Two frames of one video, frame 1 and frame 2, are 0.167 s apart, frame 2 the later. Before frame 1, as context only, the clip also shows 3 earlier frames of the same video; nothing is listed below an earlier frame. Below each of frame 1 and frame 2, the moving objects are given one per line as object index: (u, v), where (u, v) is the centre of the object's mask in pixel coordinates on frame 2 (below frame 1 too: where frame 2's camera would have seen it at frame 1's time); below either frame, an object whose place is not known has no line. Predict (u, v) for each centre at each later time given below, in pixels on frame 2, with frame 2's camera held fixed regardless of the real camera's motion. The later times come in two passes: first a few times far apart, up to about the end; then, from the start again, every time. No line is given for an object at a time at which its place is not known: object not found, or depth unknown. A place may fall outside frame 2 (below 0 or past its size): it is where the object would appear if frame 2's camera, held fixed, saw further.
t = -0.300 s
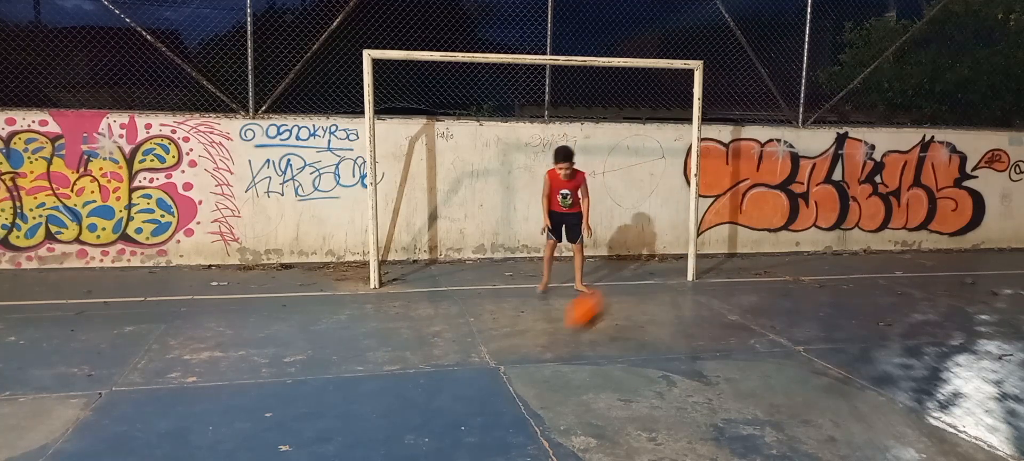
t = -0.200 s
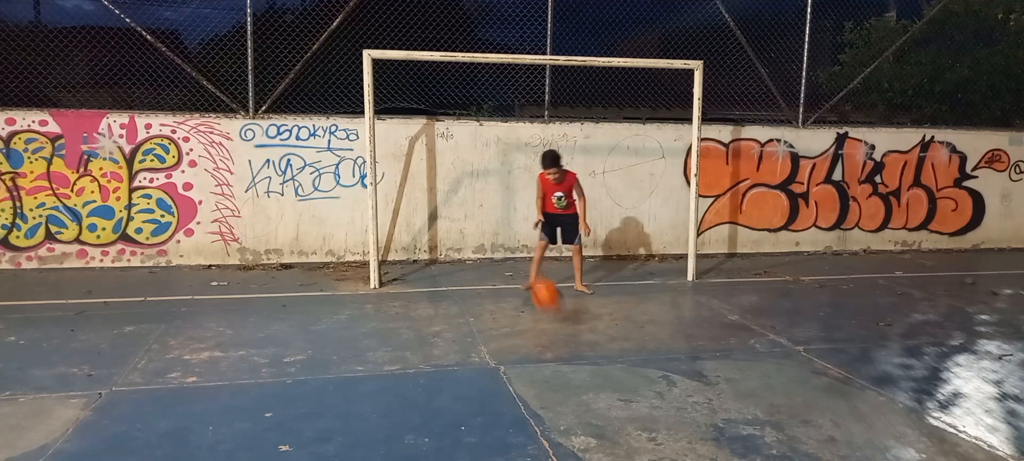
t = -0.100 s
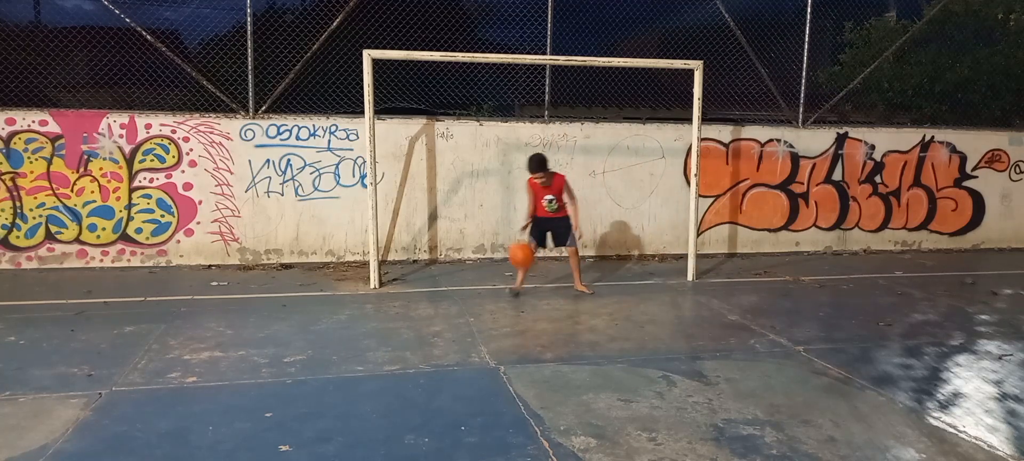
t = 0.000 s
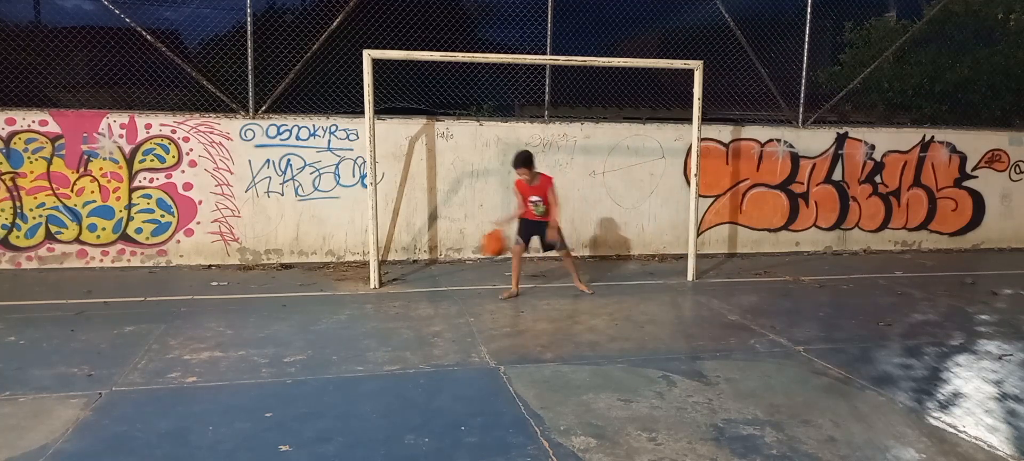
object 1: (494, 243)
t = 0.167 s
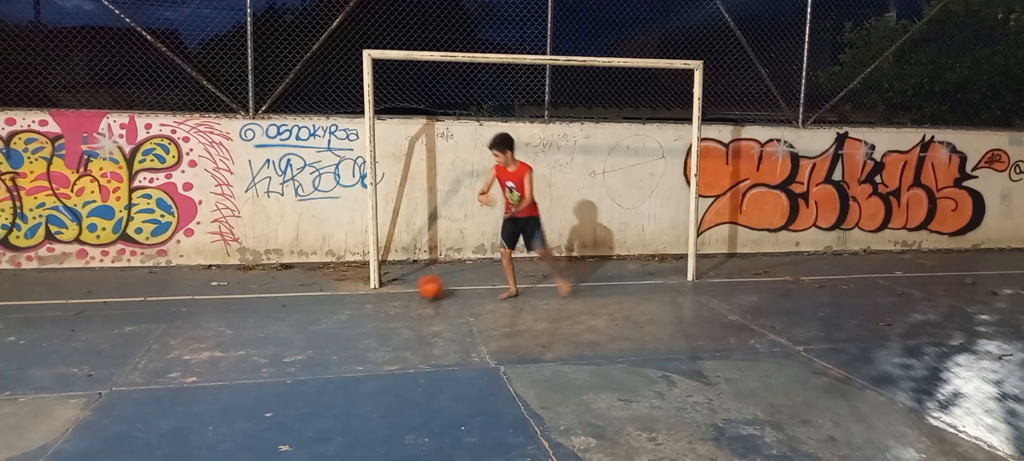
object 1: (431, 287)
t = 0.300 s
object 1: (393, 271)
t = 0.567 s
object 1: (315, 296)
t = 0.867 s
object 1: (228, 300)
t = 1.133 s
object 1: (149, 308)
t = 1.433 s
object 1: (57, 317)
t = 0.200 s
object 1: (421, 282)
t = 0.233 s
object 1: (411, 276)
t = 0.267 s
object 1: (402, 273)
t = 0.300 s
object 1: (393, 271)
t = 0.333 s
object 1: (385, 270)
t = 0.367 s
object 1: (374, 270)
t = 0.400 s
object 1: (364, 272)
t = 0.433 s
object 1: (356, 274)
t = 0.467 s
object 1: (346, 278)
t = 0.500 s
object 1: (336, 283)
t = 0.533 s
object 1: (325, 290)
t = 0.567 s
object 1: (315, 296)
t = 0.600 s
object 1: (306, 292)
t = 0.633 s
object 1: (296, 290)
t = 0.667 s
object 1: (287, 289)
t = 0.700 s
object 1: (278, 289)
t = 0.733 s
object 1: (268, 291)
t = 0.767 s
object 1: (259, 293)
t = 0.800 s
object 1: (249, 297)
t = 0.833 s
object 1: (239, 302)
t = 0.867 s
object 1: (228, 300)
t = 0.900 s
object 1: (219, 298)
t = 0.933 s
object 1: (208, 299)
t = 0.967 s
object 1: (199, 303)
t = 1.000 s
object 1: (189, 306)
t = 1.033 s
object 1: (180, 306)
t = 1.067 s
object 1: (169, 305)
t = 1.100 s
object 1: (160, 306)
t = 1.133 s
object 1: (149, 308)
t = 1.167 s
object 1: (138, 310)
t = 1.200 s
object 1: (128, 310)
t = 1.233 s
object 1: (117, 311)
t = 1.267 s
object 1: (107, 312)
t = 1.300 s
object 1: (97, 312)
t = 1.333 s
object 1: (87, 313)
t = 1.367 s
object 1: (77, 315)
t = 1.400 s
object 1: (67, 316)
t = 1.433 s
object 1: (57, 317)
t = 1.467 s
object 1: (47, 318)
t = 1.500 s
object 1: (37, 319)
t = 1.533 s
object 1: (24, 320)
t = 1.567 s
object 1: (16, 320)
